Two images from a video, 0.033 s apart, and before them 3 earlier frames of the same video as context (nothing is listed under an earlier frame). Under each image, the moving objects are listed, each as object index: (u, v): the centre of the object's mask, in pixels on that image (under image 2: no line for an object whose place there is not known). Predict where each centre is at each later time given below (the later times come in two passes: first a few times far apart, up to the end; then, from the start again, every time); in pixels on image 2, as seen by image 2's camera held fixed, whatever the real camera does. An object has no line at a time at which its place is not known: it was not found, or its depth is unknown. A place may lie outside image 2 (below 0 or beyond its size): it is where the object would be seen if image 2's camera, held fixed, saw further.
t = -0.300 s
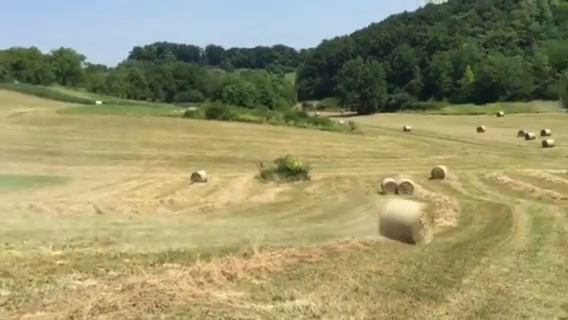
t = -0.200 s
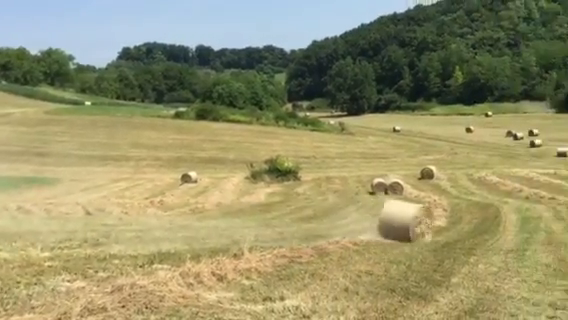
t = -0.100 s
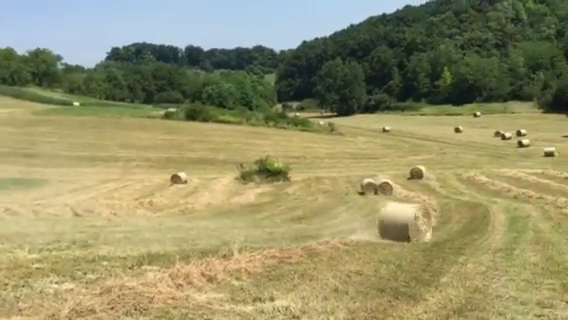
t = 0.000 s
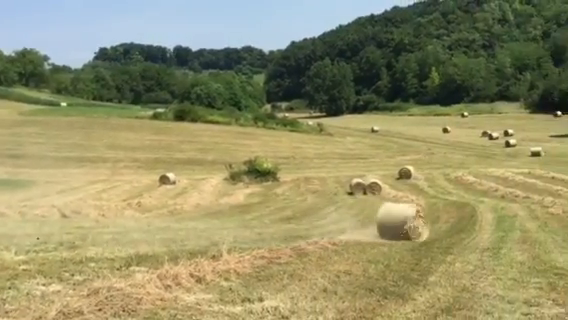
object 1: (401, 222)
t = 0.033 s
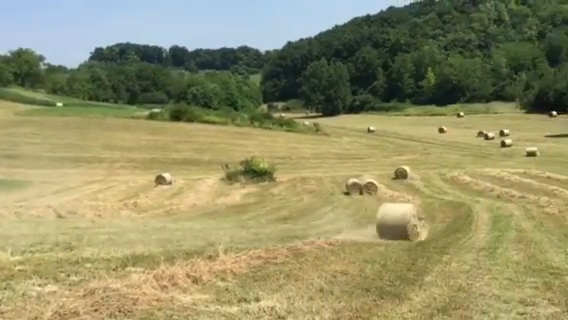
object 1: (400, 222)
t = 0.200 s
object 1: (415, 222)
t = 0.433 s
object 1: (436, 221)
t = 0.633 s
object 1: (451, 221)
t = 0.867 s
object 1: (467, 219)
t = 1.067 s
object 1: (479, 218)
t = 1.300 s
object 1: (493, 216)
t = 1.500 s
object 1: (506, 215)
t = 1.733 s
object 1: (518, 213)
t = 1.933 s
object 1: (527, 211)
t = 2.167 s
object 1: (537, 208)
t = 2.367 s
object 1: (545, 206)
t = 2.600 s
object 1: (553, 202)
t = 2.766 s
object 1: (560, 200)
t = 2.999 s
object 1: (569, 198)
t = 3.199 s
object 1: (577, 198)
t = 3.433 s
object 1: (591, 199)
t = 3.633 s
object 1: (601, 197)
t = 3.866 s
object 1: (612, 195)
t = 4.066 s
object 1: (620, 195)
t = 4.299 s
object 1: (630, 194)
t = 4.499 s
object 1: (636, 191)
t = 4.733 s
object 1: (646, 192)
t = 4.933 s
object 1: (652, 191)
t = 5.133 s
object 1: (661, 189)
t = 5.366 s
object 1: (671, 187)
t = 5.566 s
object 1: (678, 185)
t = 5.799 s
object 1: (685, 183)
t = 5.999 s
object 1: (694, 182)
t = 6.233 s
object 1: (703, 181)
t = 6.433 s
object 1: (710, 179)
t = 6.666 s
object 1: (718, 179)
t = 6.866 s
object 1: (726, 178)
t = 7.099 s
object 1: (736, 178)
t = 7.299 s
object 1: (744, 177)
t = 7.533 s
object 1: (753, 176)
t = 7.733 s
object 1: (762, 176)
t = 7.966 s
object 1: (771, 175)
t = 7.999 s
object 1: (772, 175)
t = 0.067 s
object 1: (403, 222)
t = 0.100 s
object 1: (407, 222)
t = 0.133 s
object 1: (410, 222)
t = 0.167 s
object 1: (412, 222)
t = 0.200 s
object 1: (415, 222)
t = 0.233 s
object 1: (418, 222)
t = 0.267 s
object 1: (421, 221)
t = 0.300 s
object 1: (425, 221)
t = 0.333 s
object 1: (427, 221)
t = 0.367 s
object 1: (430, 221)
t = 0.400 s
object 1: (432, 222)
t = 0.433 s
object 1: (436, 221)
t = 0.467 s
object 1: (438, 221)
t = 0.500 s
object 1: (441, 221)
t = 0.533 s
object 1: (444, 221)
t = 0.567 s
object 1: (446, 221)
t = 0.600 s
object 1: (448, 221)
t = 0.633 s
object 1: (451, 221)
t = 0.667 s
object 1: (454, 221)
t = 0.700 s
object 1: (455, 220)
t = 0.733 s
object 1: (458, 220)
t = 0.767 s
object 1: (460, 220)
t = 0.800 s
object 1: (463, 219)
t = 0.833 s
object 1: (465, 219)
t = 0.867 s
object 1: (467, 219)
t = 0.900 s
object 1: (469, 219)
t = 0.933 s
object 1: (471, 219)
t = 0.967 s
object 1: (473, 219)
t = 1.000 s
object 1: (475, 219)
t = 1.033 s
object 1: (477, 218)
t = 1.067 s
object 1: (479, 218)
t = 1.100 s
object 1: (481, 218)
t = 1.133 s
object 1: (483, 217)
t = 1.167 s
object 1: (485, 217)
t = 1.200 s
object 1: (487, 217)
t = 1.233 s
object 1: (489, 217)
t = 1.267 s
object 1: (491, 217)
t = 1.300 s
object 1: (493, 216)
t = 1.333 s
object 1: (495, 216)
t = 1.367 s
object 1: (497, 216)
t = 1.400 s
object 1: (499, 215)
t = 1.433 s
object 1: (501, 215)
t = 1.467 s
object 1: (503, 215)
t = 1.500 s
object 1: (506, 215)
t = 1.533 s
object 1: (507, 215)
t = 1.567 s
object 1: (508, 214)
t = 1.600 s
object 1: (511, 214)
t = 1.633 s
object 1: (512, 214)
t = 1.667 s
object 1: (514, 214)
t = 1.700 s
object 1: (516, 213)
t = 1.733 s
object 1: (518, 213)
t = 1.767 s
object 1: (518, 212)
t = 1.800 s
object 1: (521, 212)
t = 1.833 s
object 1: (523, 212)
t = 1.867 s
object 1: (524, 212)
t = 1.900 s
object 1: (525, 211)
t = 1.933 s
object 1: (527, 211)
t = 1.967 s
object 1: (527, 210)
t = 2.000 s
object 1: (529, 210)
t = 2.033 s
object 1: (531, 210)
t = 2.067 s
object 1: (532, 209)
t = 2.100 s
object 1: (534, 208)
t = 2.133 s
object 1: (537, 208)
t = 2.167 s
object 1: (537, 208)
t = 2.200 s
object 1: (539, 207)
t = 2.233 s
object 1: (541, 207)
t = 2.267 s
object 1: (541, 207)
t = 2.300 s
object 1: (543, 207)
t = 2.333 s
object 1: (544, 206)
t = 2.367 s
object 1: (545, 206)
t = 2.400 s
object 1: (546, 205)
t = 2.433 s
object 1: (547, 204)
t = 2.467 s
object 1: (548, 204)
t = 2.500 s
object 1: (550, 203)
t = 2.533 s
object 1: (551, 203)
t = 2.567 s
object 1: (552, 203)
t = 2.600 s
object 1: (553, 202)
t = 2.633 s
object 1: (554, 202)
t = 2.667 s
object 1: (555, 201)
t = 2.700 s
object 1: (556, 201)
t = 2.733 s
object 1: (558, 200)
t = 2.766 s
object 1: (560, 200)
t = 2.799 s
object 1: (560, 199)
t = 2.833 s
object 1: (564, 200)
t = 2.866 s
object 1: (565, 200)
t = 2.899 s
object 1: (565, 199)
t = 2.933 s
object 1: (566, 199)
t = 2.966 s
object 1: (567, 199)
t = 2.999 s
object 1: (569, 198)
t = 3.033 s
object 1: (570, 199)
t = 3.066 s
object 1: (572, 199)
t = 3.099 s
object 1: (573, 198)
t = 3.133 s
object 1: (574, 198)
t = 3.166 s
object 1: (576, 198)
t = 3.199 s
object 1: (577, 198)
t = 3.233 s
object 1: (580, 199)
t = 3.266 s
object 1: (583, 199)
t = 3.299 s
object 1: (584, 198)
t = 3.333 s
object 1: (586, 198)
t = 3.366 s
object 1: (587, 199)
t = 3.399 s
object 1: (589, 199)
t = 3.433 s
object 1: (591, 199)
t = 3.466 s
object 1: (593, 198)
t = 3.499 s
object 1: (594, 198)
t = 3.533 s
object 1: (595, 198)
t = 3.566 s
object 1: (597, 198)
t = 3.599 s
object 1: (598, 197)
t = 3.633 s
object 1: (601, 197)
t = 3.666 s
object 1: (602, 197)
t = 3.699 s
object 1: (603, 196)
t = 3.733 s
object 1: (605, 196)
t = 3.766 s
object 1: (607, 196)
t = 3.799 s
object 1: (609, 196)
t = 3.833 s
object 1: (611, 196)
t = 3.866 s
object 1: (612, 195)
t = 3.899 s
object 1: (613, 196)
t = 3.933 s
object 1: (614, 196)
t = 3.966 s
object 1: (616, 195)
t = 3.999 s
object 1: (617, 195)
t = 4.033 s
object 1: (618, 195)
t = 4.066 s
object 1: (620, 195)
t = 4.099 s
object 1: (621, 194)
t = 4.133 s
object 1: (622, 194)
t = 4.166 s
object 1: (624, 194)
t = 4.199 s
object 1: (626, 194)
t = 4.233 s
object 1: (627, 194)
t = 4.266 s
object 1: (628, 194)
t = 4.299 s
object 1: (630, 194)
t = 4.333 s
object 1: (630, 193)
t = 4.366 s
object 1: (631, 193)
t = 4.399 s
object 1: (632, 192)
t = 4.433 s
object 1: (633, 192)
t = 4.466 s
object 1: (634, 191)
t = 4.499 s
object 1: (636, 191)
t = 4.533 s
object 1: (637, 192)
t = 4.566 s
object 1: (638, 192)
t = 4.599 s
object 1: (639, 192)
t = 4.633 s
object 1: (642, 193)
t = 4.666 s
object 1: (642, 192)
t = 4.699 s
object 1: (645, 192)
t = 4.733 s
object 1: (646, 192)
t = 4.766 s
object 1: (647, 192)
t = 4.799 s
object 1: (649, 191)
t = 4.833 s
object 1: (649, 191)
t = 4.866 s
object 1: (650, 191)
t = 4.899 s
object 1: (651, 191)
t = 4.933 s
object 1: (652, 191)
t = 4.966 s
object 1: (655, 190)
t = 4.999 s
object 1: (657, 190)
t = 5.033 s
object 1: (658, 190)
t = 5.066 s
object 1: (659, 189)
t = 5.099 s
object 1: (659, 189)
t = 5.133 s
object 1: (661, 189)
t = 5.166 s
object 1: (661, 189)
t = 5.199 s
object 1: (664, 189)
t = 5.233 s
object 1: (664, 188)
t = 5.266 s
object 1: (666, 188)
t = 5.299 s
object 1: (668, 188)
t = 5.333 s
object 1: (669, 187)
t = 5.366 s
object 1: (671, 187)
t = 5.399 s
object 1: (671, 187)
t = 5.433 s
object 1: (673, 187)
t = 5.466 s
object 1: (674, 186)
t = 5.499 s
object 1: (675, 186)
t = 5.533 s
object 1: (676, 185)
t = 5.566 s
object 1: (678, 185)
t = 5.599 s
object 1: (679, 184)
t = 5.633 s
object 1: (681, 183)
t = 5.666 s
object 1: (681, 183)
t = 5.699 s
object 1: (682, 183)
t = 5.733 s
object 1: (683, 183)
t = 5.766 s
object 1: (684, 183)
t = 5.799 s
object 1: (685, 183)
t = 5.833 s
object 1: (688, 182)
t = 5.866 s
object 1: (689, 182)
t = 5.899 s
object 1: (690, 182)
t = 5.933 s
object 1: (691, 182)
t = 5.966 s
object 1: (692, 182)
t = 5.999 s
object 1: (694, 182)
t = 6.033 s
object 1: (695, 182)
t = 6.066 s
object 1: (696, 182)
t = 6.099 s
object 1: (697, 182)
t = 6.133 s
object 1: (698, 182)
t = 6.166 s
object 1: (700, 181)
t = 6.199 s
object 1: (701, 181)
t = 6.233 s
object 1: (703, 181)
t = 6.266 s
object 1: (704, 181)
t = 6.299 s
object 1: (706, 180)
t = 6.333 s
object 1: (706, 180)
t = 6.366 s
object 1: (708, 180)
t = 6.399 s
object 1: (709, 180)
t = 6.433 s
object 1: (710, 179)
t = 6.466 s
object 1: (710, 180)
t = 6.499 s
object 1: (712, 179)
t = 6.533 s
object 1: (713, 179)
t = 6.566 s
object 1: (714, 179)
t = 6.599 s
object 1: (716, 178)
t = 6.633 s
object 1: (717, 179)
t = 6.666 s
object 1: (718, 179)
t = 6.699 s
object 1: (719, 179)
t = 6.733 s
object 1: (721, 179)
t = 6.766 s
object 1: (722, 179)
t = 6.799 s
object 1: (724, 178)
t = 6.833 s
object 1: (724, 178)
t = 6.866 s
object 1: (726, 178)
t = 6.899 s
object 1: (727, 178)
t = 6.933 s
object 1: (729, 178)
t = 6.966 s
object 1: (730, 178)
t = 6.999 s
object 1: (731, 178)
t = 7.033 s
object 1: (732, 178)
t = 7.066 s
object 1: (735, 178)
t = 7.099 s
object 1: (736, 178)
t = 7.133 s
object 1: (738, 178)
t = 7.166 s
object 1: (739, 178)
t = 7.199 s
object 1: (740, 178)
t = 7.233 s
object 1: (741, 178)
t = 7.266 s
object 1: (743, 177)
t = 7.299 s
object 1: (744, 177)
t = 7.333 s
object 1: (745, 177)
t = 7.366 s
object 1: (746, 177)
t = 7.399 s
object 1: (748, 176)
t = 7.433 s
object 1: (749, 176)
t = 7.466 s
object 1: (750, 176)
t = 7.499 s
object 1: (752, 176)
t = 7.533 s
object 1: (753, 176)
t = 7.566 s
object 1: (754, 176)
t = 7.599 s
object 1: (756, 176)
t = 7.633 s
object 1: (757, 176)
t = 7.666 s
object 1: (759, 176)
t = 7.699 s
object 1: (760, 176)
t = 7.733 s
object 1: (762, 176)
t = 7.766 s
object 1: (763, 175)
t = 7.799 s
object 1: (764, 175)
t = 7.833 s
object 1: (765, 175)
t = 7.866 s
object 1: (766, 175)
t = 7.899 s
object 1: (768, 175)
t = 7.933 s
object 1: (769, 175)
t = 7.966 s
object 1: (771, 175)
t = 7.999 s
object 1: (772, 175)
